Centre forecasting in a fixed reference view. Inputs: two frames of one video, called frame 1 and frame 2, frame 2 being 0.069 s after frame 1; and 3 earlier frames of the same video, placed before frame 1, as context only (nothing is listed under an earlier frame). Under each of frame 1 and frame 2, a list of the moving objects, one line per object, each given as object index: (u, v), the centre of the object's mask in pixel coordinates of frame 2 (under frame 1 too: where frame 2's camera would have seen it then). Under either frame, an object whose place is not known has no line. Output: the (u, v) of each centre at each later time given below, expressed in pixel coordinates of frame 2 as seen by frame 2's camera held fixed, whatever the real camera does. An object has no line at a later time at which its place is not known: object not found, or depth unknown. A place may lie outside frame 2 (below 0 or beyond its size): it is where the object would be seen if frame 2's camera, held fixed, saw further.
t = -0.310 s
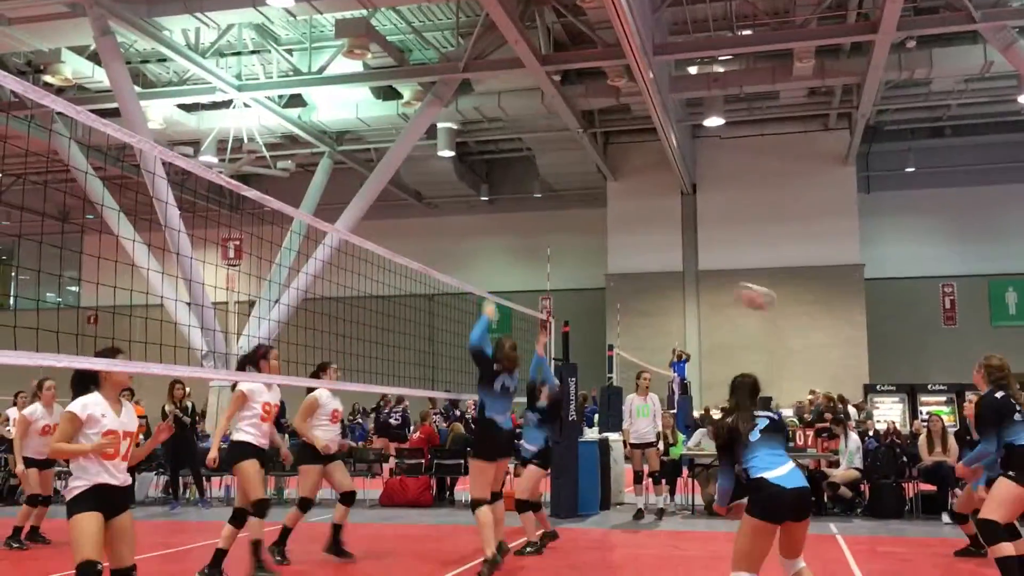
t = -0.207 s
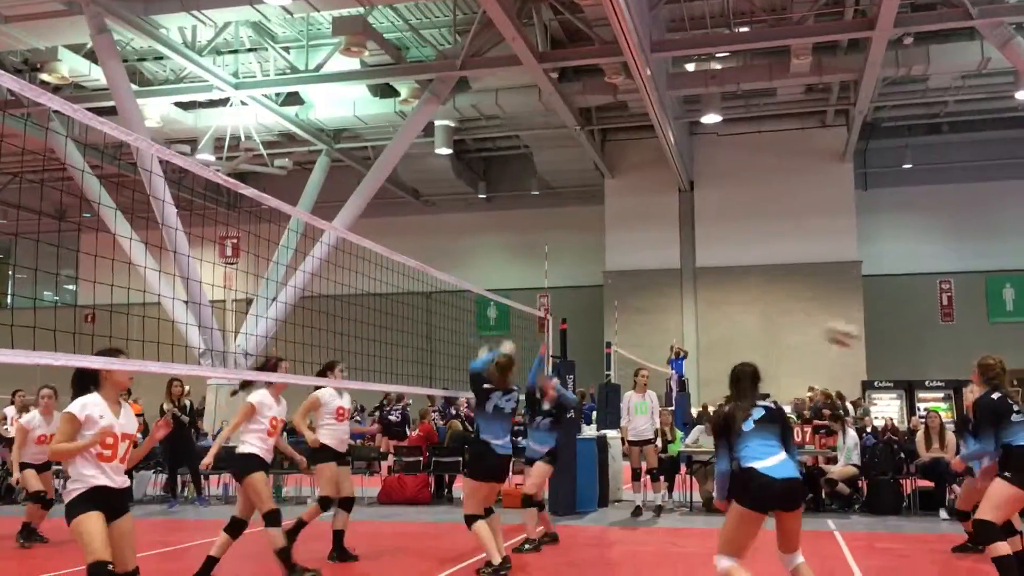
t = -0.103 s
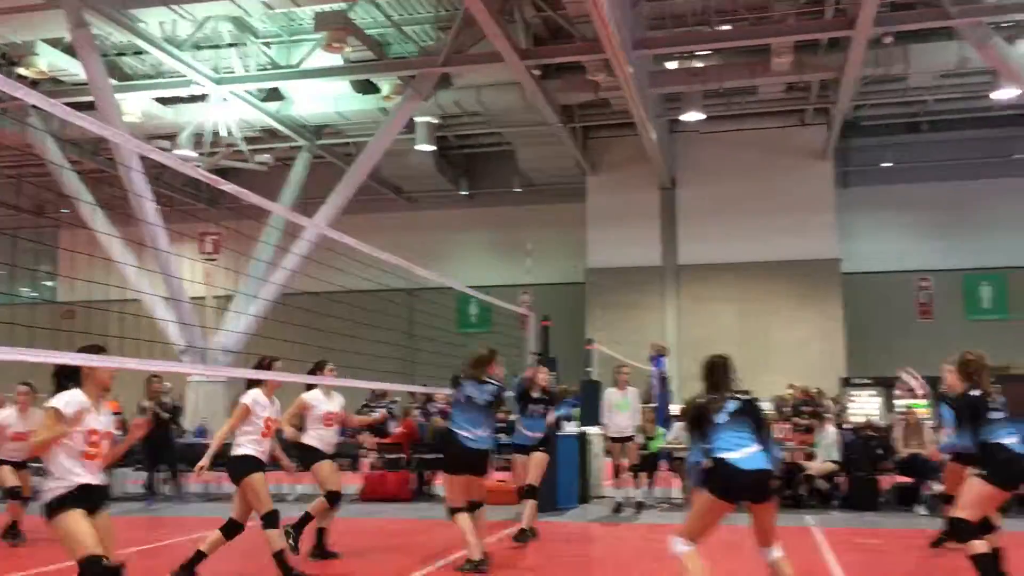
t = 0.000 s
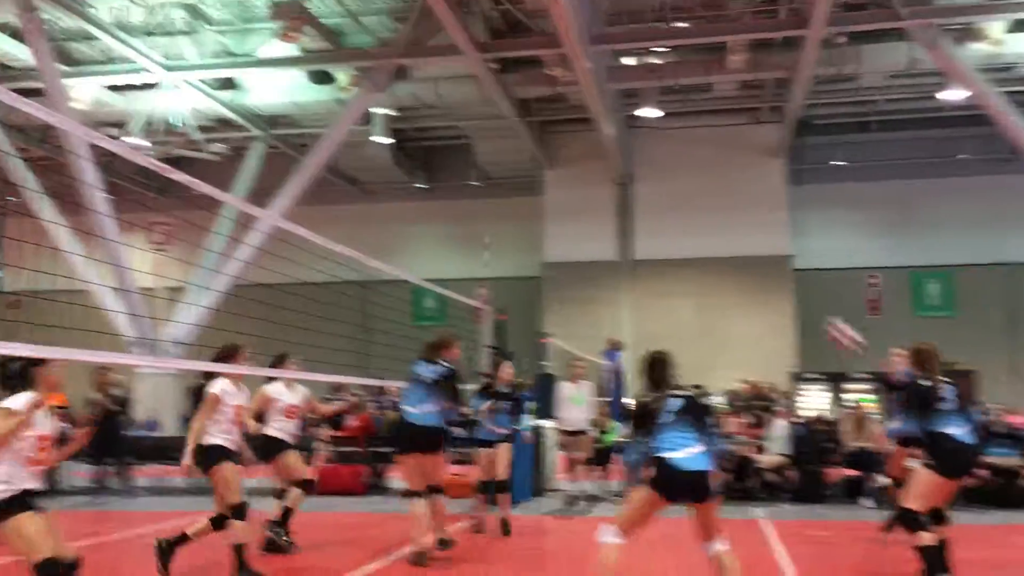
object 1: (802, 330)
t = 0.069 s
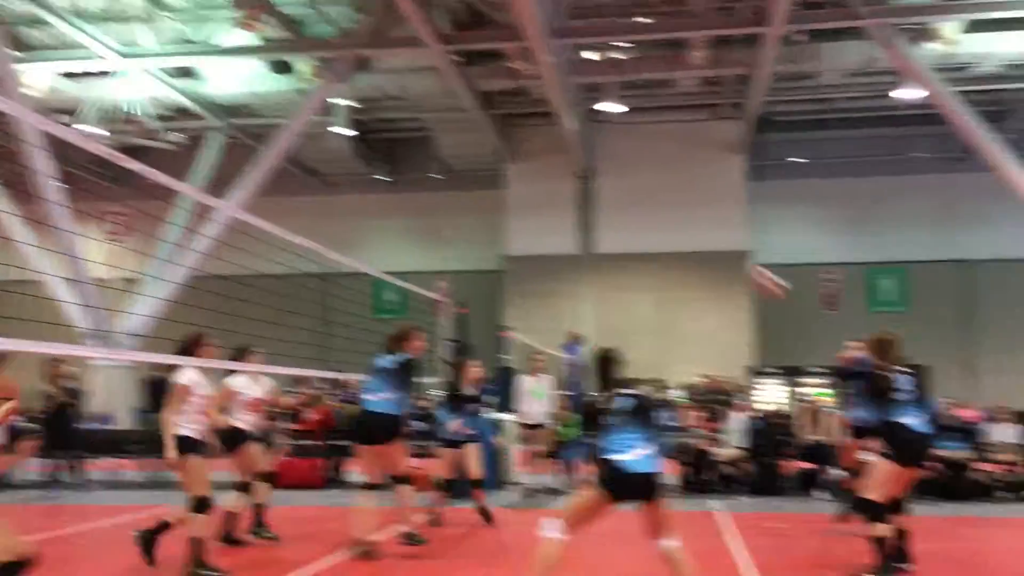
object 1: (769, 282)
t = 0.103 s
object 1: (749, 259)
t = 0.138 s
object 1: (729, 234)
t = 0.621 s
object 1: (468, 59)
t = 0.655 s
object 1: (450, 57)
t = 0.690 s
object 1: (430, 57)
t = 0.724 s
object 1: (410, 59)
